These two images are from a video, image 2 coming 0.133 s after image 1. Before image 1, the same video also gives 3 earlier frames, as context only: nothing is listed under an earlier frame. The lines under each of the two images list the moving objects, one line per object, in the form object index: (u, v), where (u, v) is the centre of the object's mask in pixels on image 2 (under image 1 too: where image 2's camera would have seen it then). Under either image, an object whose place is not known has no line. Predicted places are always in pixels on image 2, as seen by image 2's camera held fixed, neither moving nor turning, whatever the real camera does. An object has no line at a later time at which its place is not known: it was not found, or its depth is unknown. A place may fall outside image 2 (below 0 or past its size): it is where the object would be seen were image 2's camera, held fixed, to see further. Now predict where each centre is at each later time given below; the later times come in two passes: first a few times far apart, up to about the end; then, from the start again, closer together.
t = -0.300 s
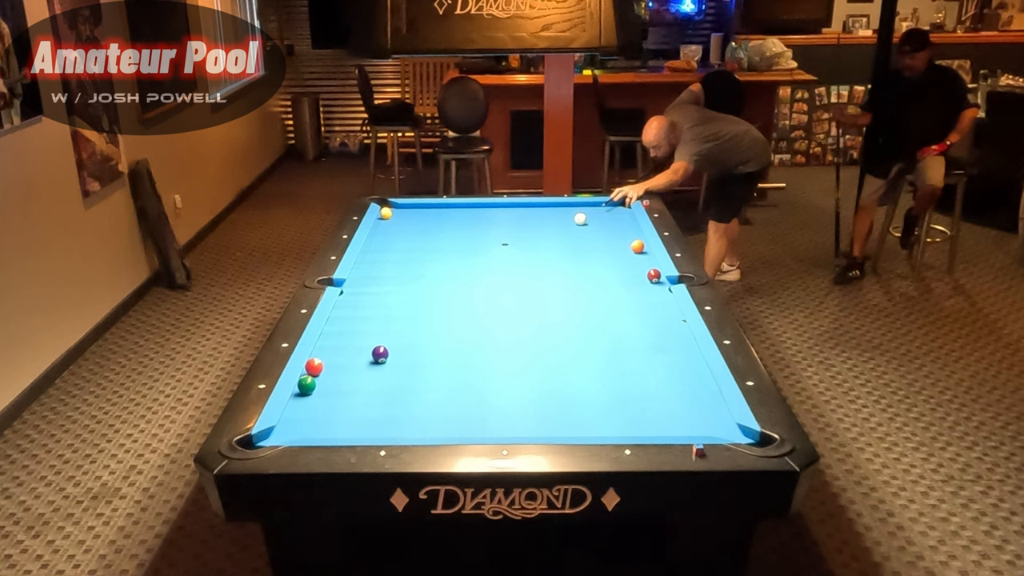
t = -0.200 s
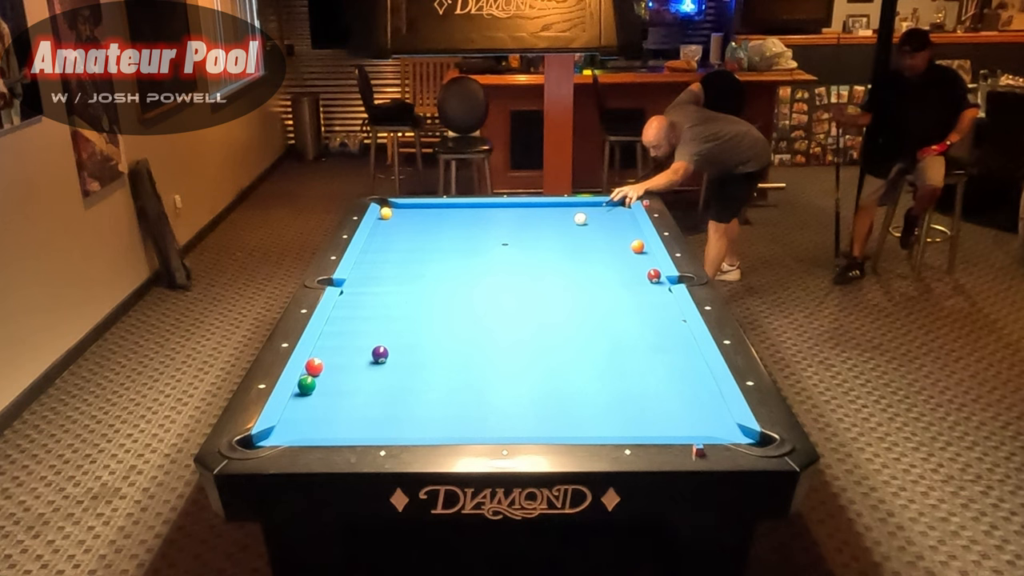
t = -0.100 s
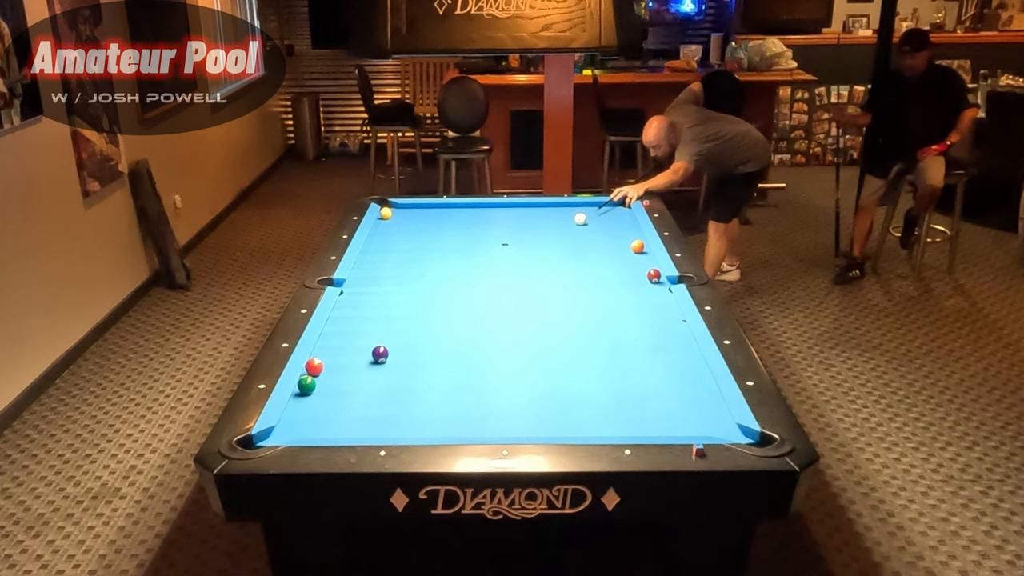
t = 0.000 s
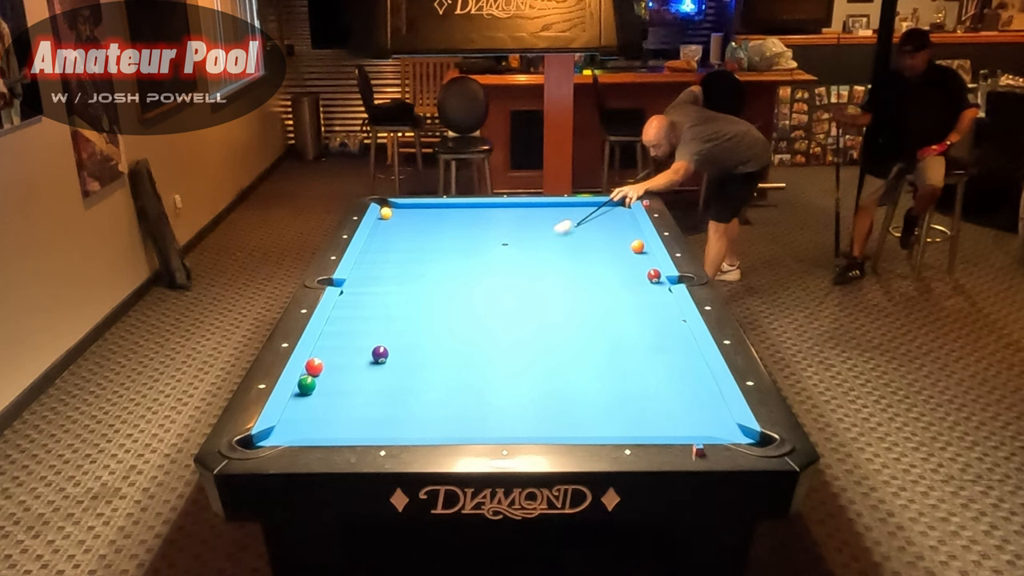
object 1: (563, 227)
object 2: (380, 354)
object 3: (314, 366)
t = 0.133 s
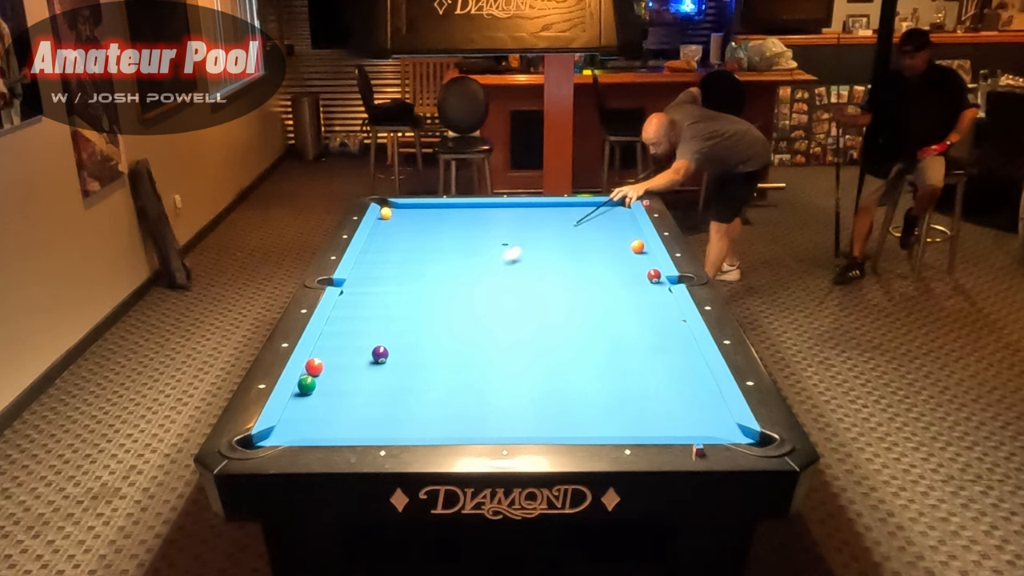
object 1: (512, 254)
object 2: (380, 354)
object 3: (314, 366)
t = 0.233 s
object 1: (471, 277)
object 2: (380, 354)
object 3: (314, 366)
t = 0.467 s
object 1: (372, 329)
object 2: (380, 354)
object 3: (314, 366)
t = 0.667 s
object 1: (334, 358)
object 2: (380, 354)
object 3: (313, 375)
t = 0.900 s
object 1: (370, 360)
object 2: (388, 352)
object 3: (321, 378)
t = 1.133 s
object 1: (388, 366)
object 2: (407, 348)
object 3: (328, 379)
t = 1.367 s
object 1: (405, 372)
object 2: (425, 344)
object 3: (334, 379)
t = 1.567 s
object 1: (420, 376)
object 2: (439, 341)
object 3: (338, 380)
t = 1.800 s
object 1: (437, 381)
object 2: (454, 337)
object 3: (342, 381)
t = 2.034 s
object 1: (453, 386)
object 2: (467, 334)
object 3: (345, 381)
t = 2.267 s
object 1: (469, 390)
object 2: (480, 332)
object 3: (347, 381)
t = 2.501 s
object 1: (483, 394)
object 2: (491, 329)
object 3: (347, 381)
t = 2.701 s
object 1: (495, 398)
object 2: (499, 327)
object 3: (346, 381)
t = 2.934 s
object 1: (508, 401)
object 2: (508, 325)
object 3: (346, 381)
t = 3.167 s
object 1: (520, 404)
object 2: (515, 324)
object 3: (346, 381)
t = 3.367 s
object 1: (529, 407)
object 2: (521, 322)
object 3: (346, 381)
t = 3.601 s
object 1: (539, 409)
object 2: (526, 321)
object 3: (346, 381)
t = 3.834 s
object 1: (547, 411)
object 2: (530, 320)
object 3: (346, 381)
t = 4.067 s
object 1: (554, 413)
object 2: (534, 320)
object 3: (346, 381)
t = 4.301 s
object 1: (560, 414)
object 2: (535, 319)
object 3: (346, 381)
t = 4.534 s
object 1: (564, 415)
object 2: (536, 319)
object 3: (346, 381)
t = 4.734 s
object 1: (566, 416)
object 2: (536, 319)
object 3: (346, 381)
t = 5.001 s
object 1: (567, 416)
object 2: (536, 319)
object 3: (346, 381)
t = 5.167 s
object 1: (567, 416)
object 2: (536, 319)
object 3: (346, 381)
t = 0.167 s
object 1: (499, 262)
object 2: (380, 354)
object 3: (314, 366)
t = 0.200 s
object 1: (485, 269)
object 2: (380, 354)
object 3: (314, 366)
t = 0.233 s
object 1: (471, 277)
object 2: (380, 354)
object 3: (314, 366)
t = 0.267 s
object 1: (458, 284)
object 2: (380, 354)
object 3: (314, 366)
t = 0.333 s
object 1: (430, 299)
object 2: (380, 354)
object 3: (314, 366)
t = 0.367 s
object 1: (415, 307)
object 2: (380, 354)
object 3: (314, 366)
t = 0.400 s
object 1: (401, 314)
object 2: (380, 354)
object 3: (314, 366)
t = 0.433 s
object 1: (387, 321)
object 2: (380, 354)
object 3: (314, 366)
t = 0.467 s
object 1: (372, 329)
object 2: (380, 354)
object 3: (314, 366)
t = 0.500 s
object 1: (358, 337)
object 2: (380, 354)
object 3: (314, 366)
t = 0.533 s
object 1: (343, 345)
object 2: (380, 354)
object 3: (314, 366)
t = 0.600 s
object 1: (319, 357)
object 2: (380, 354)
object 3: (313, 368)
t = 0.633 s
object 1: (326, 358)
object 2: (380, 354)
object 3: (313, 371)
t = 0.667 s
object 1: (334, 358)
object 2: (380, 354)
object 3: (313, 375)
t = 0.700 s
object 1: (342, 358)
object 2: (380, 354)
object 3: (314, 376)
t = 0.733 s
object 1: (348, 358)
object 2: (380, 354)
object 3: (315, 377)
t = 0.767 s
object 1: (354, 358)
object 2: (380, 354)
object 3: (316, 377)
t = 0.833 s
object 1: (365, 358)
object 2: (381, 354)
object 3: (318, 377)
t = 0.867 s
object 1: (368, 359)
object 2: (385, 353)
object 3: (319, 377)
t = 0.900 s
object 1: (370, 360)
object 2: (388, 352)
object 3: (321, 378)
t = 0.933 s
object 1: (373, 361)
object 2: (391, 352)
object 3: (322, 378)
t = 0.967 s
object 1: (375, 362)
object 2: (393, 351)
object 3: (323, 378)
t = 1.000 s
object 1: (378, 362)
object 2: (396, 351)
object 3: (324, 378)
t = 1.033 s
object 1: (380, 363)
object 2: (399, 350)
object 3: (325, 378)
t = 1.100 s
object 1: (385, 365)
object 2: (404, 349)
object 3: (327, 378)
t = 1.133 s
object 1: (388, 366)
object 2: (407, 348)
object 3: (328, 379)
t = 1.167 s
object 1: (391, 366)
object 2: (410, 347)
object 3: (329, 379)
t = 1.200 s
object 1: (393, 368)
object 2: (412, 347)
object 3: (330, 379)
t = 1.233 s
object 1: (396, 368)
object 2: (415, 346)
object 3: (330, 379)
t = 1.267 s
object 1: (398, 369)
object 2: (417, 346)
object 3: (331, 379)
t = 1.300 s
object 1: (401, 370)
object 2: (420, 345)
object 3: (332, 379)
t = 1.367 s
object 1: (405, 372)
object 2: (425, 344)
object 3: (334, 379)
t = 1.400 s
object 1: (408, 372)
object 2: (427, 343)
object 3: (334, 379)
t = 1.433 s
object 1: (410, 373)
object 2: (429, 343)
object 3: (335, 379)
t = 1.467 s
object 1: (413, 374)
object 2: (432, 343)
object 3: (336, 379)
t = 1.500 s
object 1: (416, 375)
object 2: (434, 342)
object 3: (337, 379)
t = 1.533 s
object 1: (418, 376)
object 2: (436, 341)
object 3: (337, 379)
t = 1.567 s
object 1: (420, 376)
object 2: (439, 341)
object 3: (338, 380)
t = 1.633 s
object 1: (425, 378)
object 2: (443, 340)
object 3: (339, 380)
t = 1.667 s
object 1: (428, 379)
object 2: (445, 339)
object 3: (340, 380)
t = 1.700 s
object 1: (430, 379)
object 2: (447, 339)
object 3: (340, 380)
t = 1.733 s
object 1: (432, 380)
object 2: (449, 338)
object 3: (341, 380)
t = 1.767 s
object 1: (435, 380)
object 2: (452, 338)
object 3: (341, 380)
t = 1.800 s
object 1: (437, 381)
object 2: (454, 337)
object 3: (342, 381)
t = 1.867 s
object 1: (442, 383)
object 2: (458, 336)
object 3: (343, 381)
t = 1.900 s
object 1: (444, 383)
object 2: (460, 336)
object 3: (343, 381)
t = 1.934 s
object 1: (447, 384)
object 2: (462, 336)
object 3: (344, 381)
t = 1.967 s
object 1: (449, 384)
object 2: (464, 335)
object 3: (344, 381)
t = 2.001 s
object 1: (451, 385)
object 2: (466, 335)
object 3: (344, 381)
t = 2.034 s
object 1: (453, 386)
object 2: (467, 334)
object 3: (345, 381)
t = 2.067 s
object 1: (456, 387)
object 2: (469, 334)
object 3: (345, 381)
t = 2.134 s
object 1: (460, 388)
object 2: (473, 333)
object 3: (346, 381)
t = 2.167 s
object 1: (462, 388)
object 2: (475, 333)
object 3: (346, 381)
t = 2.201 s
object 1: (464, 389)
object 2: (476, 332)
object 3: (346, 381)
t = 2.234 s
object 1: (467, 390)
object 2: (478, 332)
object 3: (346, 381)
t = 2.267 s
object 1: (469, 390)
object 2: (480, 332)
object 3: (347, 381)
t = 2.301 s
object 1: (471, 391)
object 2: (481, 331)
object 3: (347, 381)
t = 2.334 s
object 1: (473, 391)
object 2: (483, 331)
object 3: (347, 381)
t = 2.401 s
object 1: (477, 393)
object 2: (486, 330)
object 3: (347, 381)
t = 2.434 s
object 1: (479, 393)
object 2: (488, 330)
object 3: (347, 381)
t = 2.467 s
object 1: (481, 394)
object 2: (489, 329)
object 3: (347, 381)
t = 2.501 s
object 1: (483, 394)
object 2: (491, 329)
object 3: (347, 381)
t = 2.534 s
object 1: (485, 395)
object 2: (492, 329)
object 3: (347, 381)
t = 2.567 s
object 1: (487, 396)
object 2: (493, 329)
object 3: (347, 381)
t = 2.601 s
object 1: (489, 396)
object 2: (495, 328)
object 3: (347, 381)
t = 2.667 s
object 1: (493, 397)
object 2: (498, 328)
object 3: (346, 381)
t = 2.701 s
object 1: (495, 398)
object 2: (499, 327)
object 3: (346, 381)
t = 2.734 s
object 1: (497, 398)
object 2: (500, 327)
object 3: (346, 381)
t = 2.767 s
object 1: (499, 399)
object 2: (501, 327)
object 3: (346, 381)
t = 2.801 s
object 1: (501, 399)
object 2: (503, 326)
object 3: (346, 381)
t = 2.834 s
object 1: (503, 400)
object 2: (504, 326)
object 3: (346, 381)
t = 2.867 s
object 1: (505, 400)
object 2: (505, 326)
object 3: (346, 381)
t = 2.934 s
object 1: (508, 401)
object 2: (508, 325)
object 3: (346, 381)
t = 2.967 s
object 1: (510, 402)
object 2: (509, 325)
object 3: (346, 381)
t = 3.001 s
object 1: (511, 402)
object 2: (510, 325)
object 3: (346, 381)
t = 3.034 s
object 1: (513, 403)
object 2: (511, 325)
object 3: (346, 381)
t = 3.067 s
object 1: (515, 403)
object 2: (512, 324)
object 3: (346, 381)
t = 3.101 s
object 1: (517, 404)
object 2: (513, 324)
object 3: (346, 381)
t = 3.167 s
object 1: (520, 404)
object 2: (515, 324)
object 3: (346, 381)
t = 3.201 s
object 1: (521, 405)
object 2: (516, 323)
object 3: (346, 381)
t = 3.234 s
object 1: (523, 405)
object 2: (517, 323)
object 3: (346, 381)
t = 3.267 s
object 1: (525, 406)
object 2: (518, 323)
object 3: (346, 381)
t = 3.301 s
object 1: (526, 406)
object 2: (519, 323)
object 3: (346, 381)
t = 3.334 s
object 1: (528, 406)
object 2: (520, 323)
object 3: (346, 381)
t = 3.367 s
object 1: (529, 407)
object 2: (521, 322)
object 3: (346, 381)
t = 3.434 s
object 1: (532, 408)
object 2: (523, 322)
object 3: (346, 381)
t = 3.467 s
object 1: (533, 408)
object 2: (523, 322)
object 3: (346, 381)
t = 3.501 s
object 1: (535, 408)
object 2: (524, 322)
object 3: (346, 381)
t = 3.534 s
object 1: (536, 409)
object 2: (525, 322)
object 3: (346, 381)
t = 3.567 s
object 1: (537, 409)
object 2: (526, 321)
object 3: (346, 381)
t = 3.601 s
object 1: (539, 409)
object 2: (526, 321)
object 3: (346, 381)
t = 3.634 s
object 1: (540, 410)
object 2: (527, 321)
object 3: (346, 381)
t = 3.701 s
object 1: (542, 410)
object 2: (528, 321)
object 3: (346, 381)
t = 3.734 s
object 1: (544, 411)
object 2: (529, 321)
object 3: (346, 381)
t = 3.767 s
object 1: (545, 411)
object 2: (529, 320)
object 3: (346, 381)
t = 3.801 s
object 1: (546, 411)
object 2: (530, 320)
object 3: (346, 381)
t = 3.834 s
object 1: (547, 411)
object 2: (530, 320)
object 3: (346, 381)
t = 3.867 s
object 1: (548, 412)
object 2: (531, 320)
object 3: (346, 381)
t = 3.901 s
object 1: (549, 412)
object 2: (531, 320)
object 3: (346, 381)
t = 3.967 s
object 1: (551, 412)
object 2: (532, 320)
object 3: (346, 381)
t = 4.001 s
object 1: (552, 413)
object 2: (533, 320)
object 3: (346, 381)
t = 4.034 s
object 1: (553, 413)
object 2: (533, 320)
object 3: (346, 381)
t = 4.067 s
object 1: (554, 413)
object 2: (534, 320)
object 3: (346, 381)
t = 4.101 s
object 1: (555, 413)
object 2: (534, 319)
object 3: (346, 381)
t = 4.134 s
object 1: (555, 414)
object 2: (534, 319)
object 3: (346, 381)
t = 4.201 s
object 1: (557, 414)
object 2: (535, 319)
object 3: (346, 381)
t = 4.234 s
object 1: (558, 414)
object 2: (535, 319)
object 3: (346, 381)
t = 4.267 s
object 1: (559, 414)
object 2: (535, 319)
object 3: (346, 381)
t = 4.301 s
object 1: (560, 414)
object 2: (535, 319)
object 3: (346, 381)
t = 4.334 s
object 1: (560, 414)
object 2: (536, 319)
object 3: (346, 381)
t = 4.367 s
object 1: (561, 415)
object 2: (536, 319)
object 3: (346, 381)
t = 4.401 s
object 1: (561, 415)
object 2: (536, 319)
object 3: (346, 381)
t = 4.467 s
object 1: (563, 415)
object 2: (536, 319)
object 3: (346, 381)
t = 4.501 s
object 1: (563, 415)
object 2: (536, 319)
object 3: (346, 381)
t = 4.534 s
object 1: (564, 415)
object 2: (536, 319)
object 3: (346, 381)
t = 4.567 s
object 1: (564, 415)
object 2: (536, 319)
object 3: (346, 381)
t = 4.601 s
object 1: (565, 415)
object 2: (536, 319)
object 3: (346, 381)
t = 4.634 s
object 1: (565, 416)
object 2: (536, 319)
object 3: (346, 381)
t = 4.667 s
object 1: (566, 416)
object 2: (536, 319)
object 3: (346, 381)
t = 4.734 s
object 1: (566, 416)
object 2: (536, 319)
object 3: (346, 381)
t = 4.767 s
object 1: (567, 416)
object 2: (536, 319)
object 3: (346, 381)
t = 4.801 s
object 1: (567, 416)
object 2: (536, 319)
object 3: (346, 381)
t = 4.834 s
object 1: (567, 416)
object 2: (536, 319)
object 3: (346, 381)
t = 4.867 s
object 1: (567, 416)
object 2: (536, 319)
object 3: (346, 381)
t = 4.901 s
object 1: (567, 416)
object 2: (536, 319)
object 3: (346, 381)
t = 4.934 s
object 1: (567, 416)
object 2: (536, 319)
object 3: (346, 381)
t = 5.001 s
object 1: (567, 416)
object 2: (536, 319)
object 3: (346, 381)
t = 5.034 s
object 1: (567, 416)
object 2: (536, 319)
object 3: (346, 381)
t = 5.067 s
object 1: (567, 416)
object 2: (536, 319)
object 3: (346, 381)
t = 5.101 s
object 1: (567, 416)
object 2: (536, 319)
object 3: (346, 381)
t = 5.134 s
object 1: (567, 416)
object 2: (536, 319)
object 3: (346, 381)
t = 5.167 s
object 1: (567, 416)
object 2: (536, 319)
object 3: (346, 381)
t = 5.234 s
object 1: (567, 416)
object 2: (536, 319)
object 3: (346, 381)
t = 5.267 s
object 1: (567, 416)
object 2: (536, 319)
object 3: (346, 381)
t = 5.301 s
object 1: (567, 416)
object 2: (536, 319)
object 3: (346, 381)
